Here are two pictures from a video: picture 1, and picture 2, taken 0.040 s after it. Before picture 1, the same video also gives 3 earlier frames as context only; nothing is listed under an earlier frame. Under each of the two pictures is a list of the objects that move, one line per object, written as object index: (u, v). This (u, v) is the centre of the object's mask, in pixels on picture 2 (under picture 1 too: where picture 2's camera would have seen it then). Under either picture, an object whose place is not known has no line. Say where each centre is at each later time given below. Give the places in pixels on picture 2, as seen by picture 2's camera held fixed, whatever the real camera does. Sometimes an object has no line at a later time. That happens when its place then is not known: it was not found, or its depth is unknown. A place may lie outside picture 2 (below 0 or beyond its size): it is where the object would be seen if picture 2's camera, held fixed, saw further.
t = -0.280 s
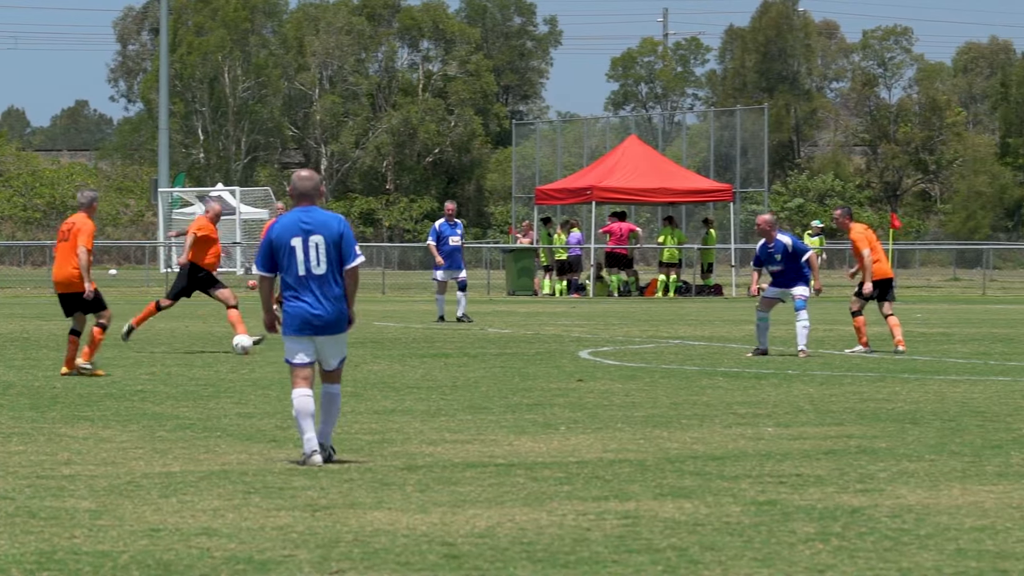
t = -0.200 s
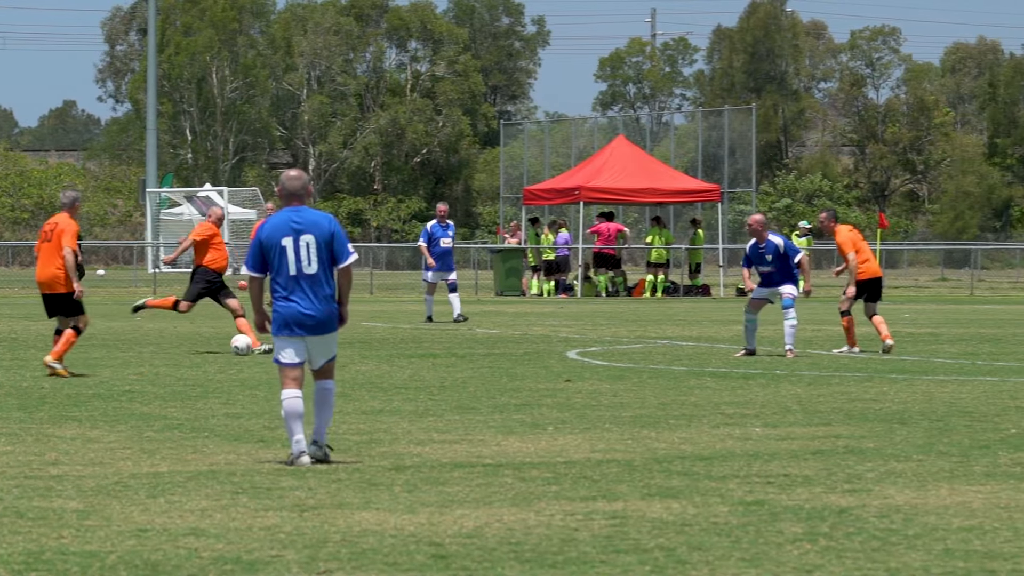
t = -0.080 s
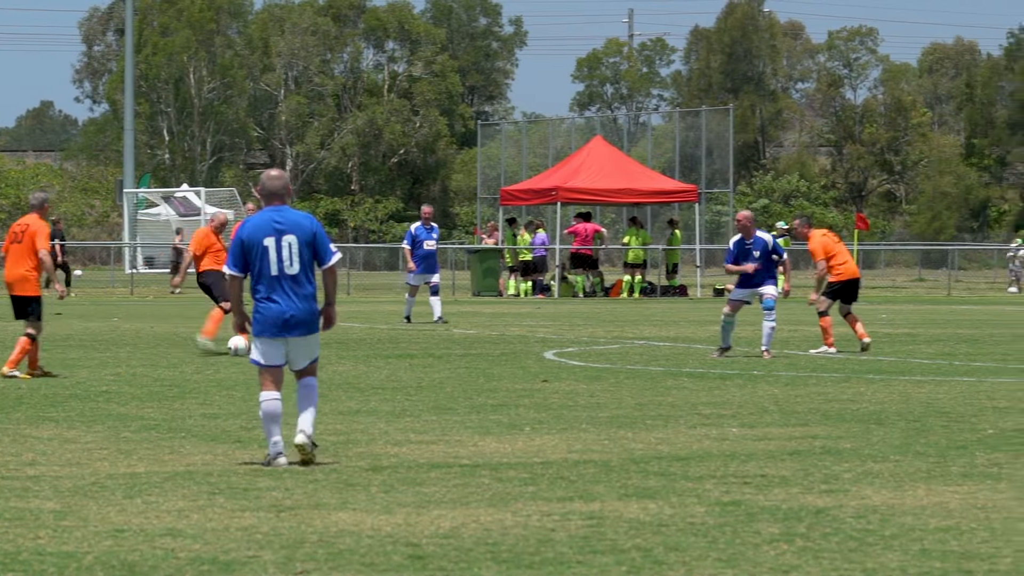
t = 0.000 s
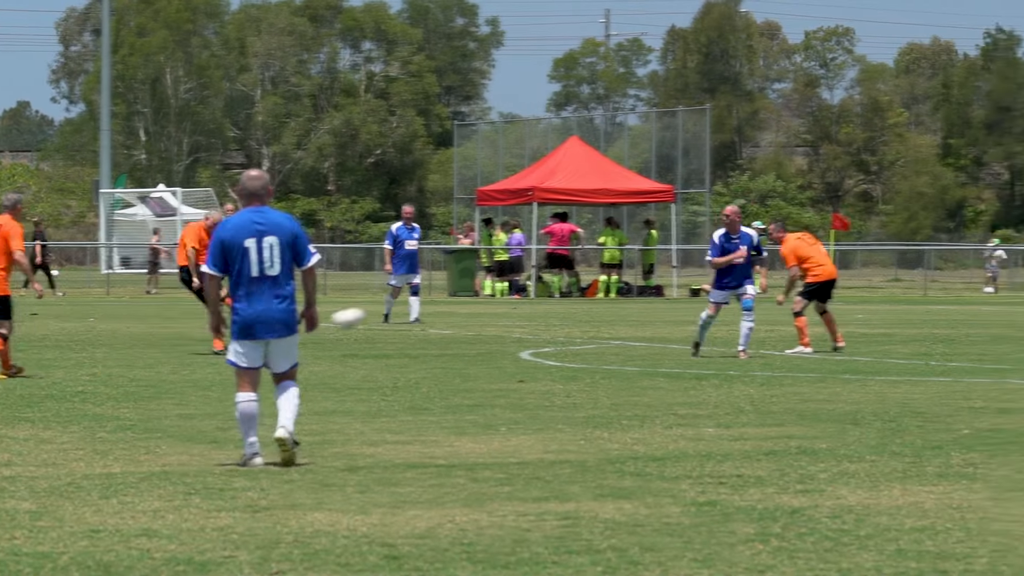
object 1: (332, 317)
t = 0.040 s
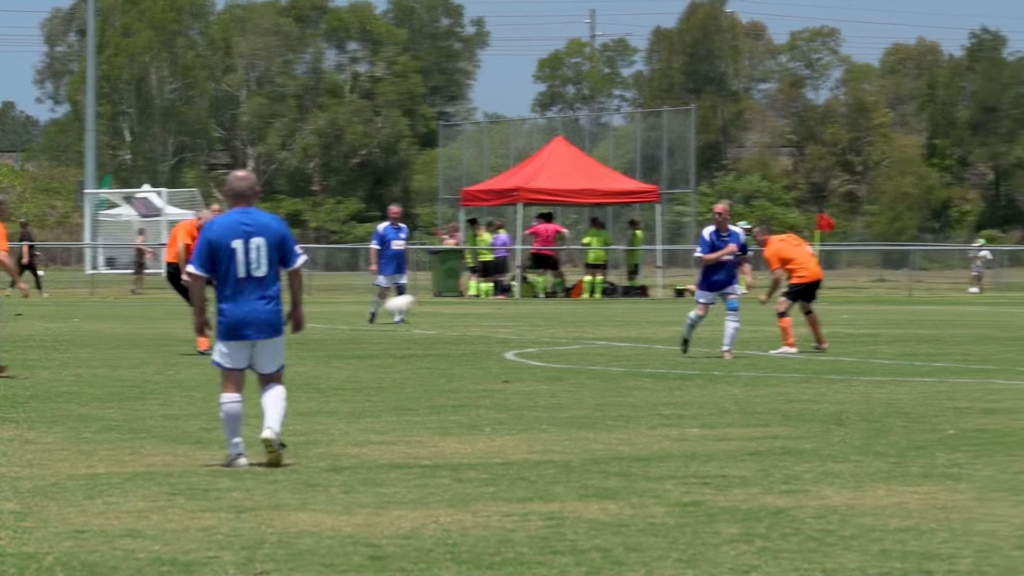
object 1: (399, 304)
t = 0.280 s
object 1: (824, 220)
